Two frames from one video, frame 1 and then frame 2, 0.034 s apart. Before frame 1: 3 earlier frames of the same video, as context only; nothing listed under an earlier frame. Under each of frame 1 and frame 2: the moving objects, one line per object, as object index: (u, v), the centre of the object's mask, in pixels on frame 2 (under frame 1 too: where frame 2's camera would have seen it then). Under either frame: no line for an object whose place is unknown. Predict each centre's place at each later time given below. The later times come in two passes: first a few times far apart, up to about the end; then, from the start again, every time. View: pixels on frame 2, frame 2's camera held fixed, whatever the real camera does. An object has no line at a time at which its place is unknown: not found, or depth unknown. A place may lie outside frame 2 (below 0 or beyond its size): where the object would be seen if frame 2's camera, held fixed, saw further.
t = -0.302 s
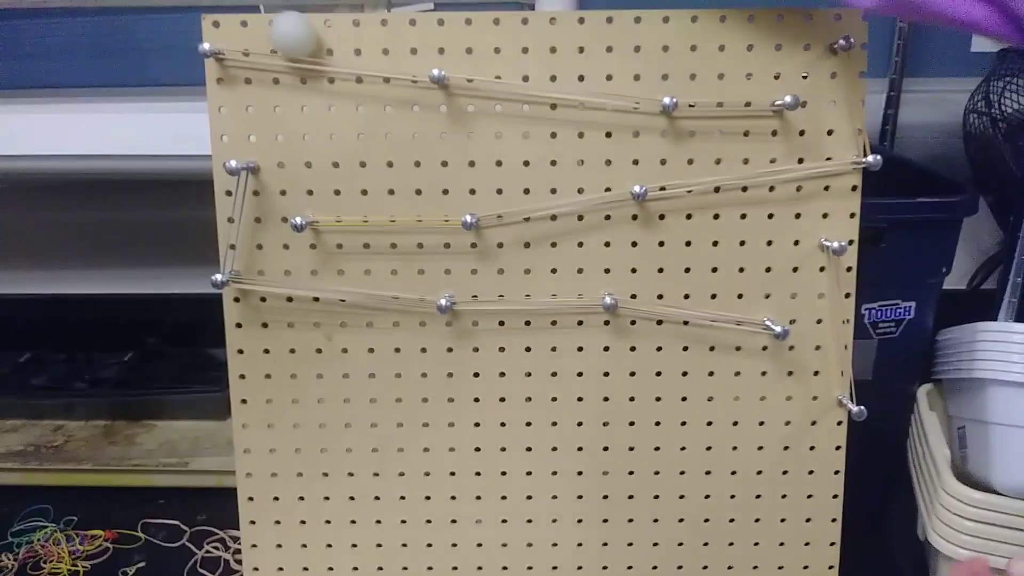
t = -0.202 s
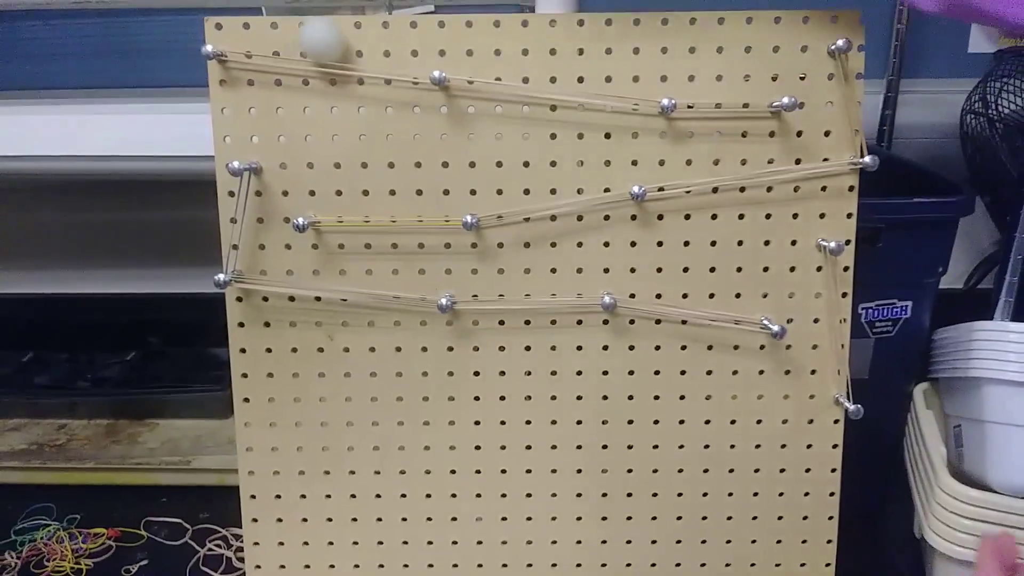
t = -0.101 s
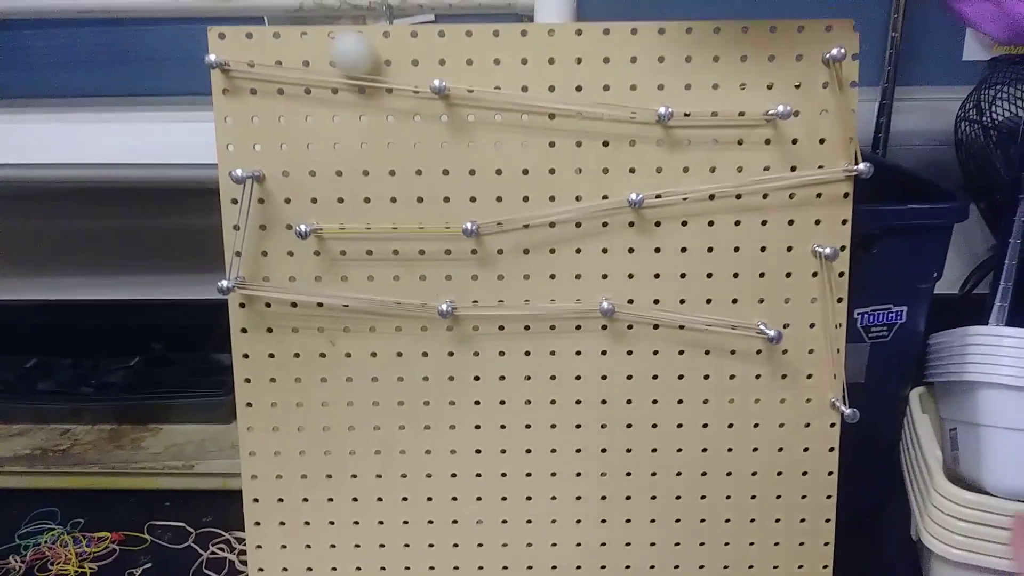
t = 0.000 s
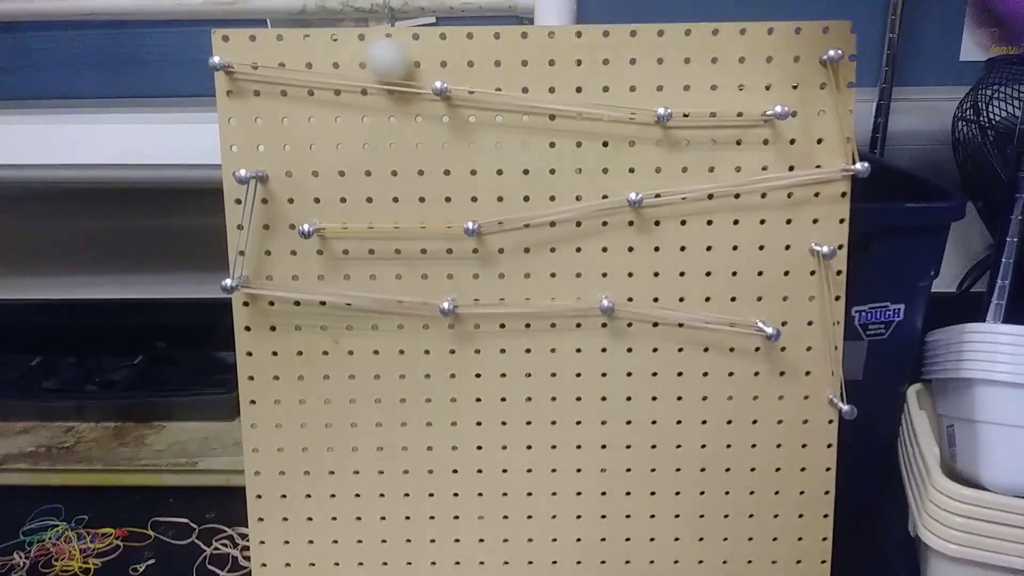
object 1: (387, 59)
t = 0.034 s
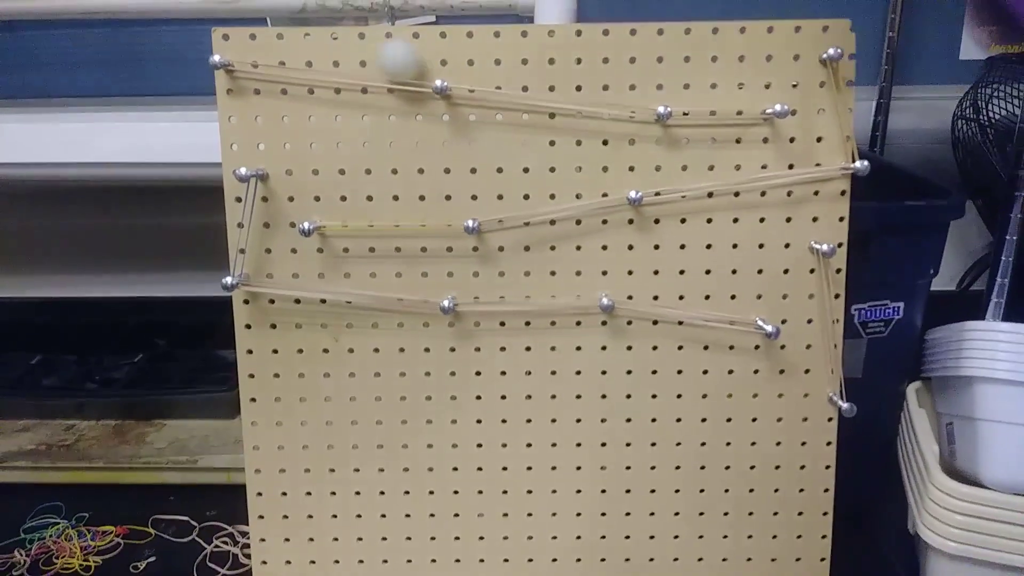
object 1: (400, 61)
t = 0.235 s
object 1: (472, 67)
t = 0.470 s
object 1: (558, 77)
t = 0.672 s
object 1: (633, 86)
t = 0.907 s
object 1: (732, 89)
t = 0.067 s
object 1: (412, 61)
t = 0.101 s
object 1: (423, 62)
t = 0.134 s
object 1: (435, 62)
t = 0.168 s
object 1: (448, 62)
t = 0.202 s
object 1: (461, 65)
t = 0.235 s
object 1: (472, 67)
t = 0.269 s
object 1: (488, 69)
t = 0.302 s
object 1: (501, 70)
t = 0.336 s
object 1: (514, 72)
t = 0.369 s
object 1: (527, 73)
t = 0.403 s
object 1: (537, 75)
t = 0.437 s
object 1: (548, 76)
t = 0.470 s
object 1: (558, 77)
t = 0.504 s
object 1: (570, 79)
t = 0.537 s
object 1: (582, 81)
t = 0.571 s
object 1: (593, 81)
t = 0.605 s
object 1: (607, 83)
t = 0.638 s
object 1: (619, 84)
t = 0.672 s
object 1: (633, 86)
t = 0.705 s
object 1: (647, 85)
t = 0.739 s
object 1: (662, 87)
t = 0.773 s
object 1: (677, 88)
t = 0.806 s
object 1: (689, 88)
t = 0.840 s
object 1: (704, 89)
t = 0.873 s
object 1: (717, 89)
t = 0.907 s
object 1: (732, 89)
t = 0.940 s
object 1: (744, 89)
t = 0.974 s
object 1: (755, 88)
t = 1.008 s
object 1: (769, 86)
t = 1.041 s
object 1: (782, 86)
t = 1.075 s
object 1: (796, 93)
